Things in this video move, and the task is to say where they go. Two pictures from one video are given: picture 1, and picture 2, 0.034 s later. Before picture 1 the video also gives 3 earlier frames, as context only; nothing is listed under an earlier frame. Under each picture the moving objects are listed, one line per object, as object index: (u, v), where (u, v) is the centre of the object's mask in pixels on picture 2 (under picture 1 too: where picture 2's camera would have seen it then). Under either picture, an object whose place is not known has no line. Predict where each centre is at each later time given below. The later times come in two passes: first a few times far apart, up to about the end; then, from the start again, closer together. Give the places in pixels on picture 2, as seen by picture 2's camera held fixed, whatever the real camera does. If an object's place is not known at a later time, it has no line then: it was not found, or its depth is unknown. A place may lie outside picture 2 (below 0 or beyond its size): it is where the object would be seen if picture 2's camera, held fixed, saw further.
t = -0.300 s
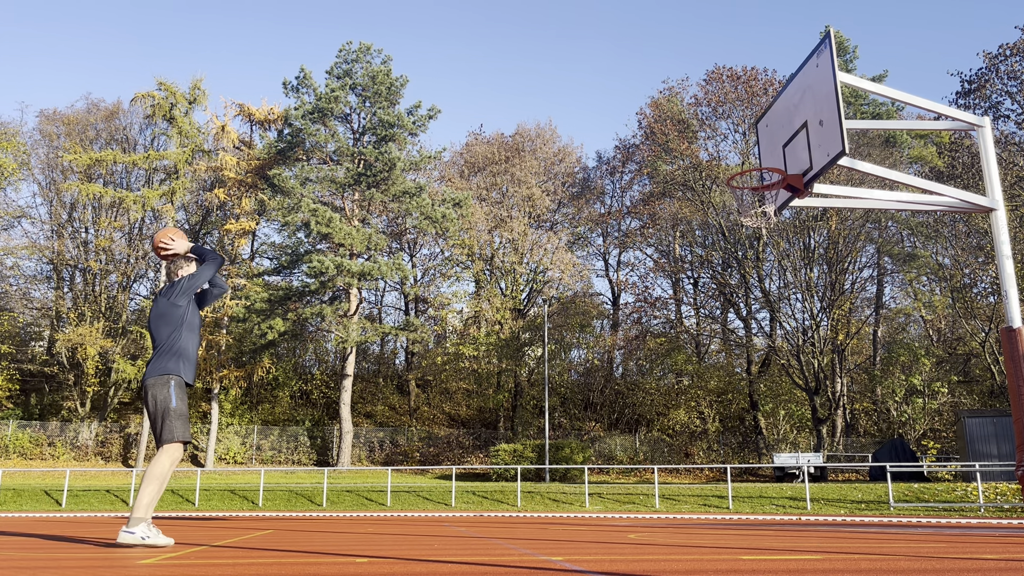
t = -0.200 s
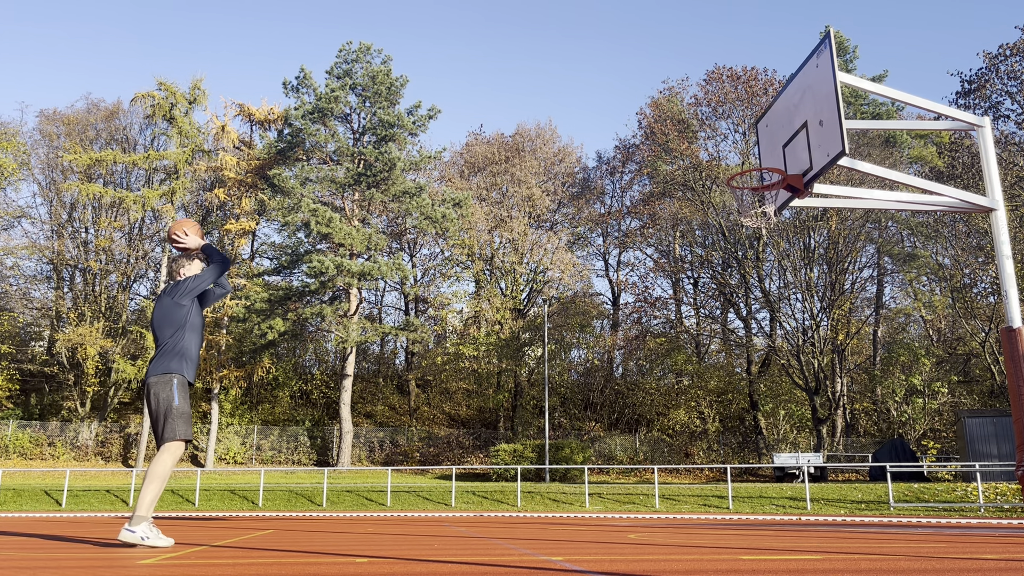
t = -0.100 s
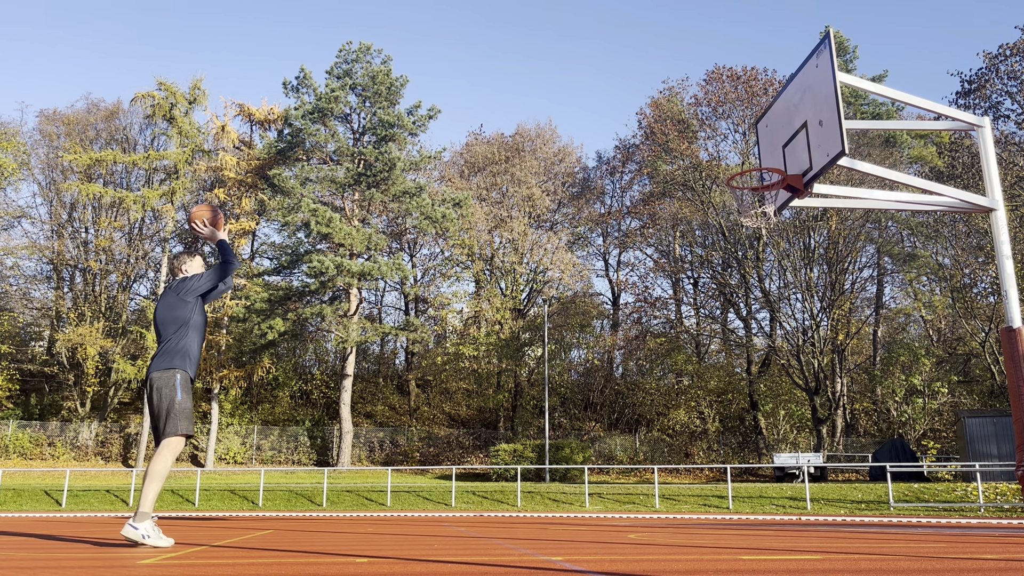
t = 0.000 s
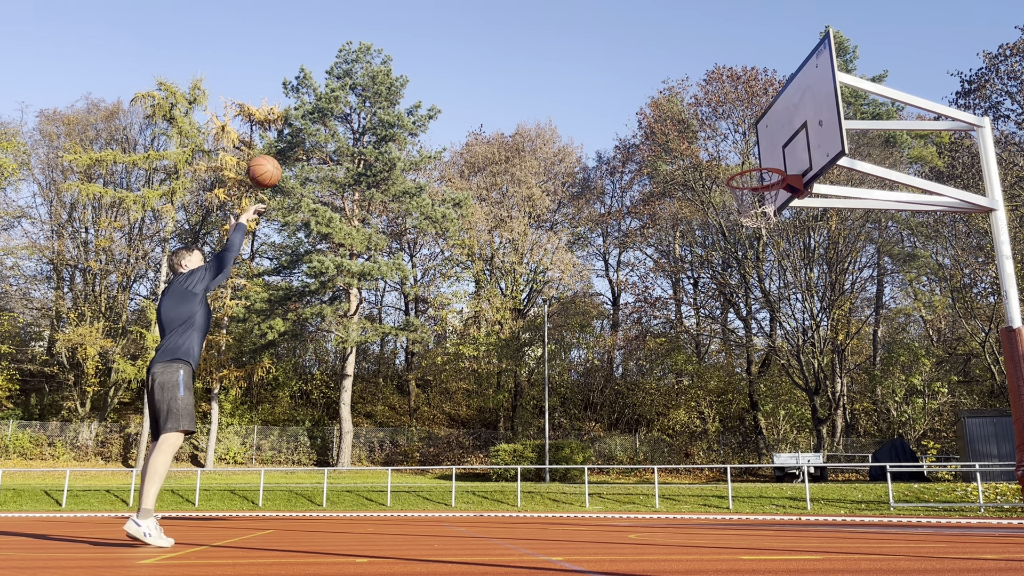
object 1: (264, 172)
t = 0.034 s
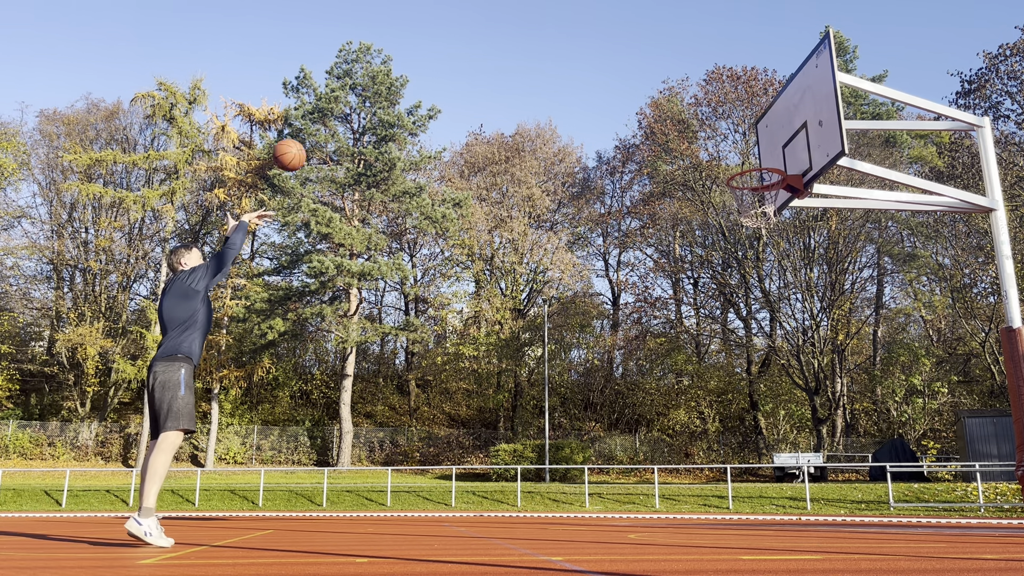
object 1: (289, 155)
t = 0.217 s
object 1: (414, 95)
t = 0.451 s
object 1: (552, 80)
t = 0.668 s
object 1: (669, 117)
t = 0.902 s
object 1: (766, 199)
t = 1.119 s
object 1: (733, 220)
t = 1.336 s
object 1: (705, 278)
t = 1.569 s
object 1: (677, 400)
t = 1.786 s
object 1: (653, 488)
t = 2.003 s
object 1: (629, 398)
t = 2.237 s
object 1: (606, 363)
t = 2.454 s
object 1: (585, 389)
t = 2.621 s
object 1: (568, 451)
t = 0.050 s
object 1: (301, 148)
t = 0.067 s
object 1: (314, 141)
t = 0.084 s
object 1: (325, 134)
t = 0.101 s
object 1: (337, 128)
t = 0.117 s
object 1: (349, 122)
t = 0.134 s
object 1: (360, 117)
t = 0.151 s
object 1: (371, 112)
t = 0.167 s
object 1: (382, 107)
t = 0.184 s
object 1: (393, 103)
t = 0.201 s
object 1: (404, 99)
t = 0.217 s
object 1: (414, 95)
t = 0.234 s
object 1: (424, 92)
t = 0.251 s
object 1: (435, 89)
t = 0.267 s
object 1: (445, 87)
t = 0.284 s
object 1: (455, 85)
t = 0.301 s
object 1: (465, 83)
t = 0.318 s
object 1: (475, 81)
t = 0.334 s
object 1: (485, 80)
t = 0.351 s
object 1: (495, 79)
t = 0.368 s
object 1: (505, 78)
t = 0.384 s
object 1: (514, 78)
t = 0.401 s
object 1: (524, 78)
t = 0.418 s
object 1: (533, 78)
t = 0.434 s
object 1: (543, 79)
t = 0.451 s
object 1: (552, 80)
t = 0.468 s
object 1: (562, 81)
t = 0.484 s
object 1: (571, 82)
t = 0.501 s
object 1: (580, 84)
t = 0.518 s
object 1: (589, 86)
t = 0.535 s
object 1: (598, 89)
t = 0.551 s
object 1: (607, 91)
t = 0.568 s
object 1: (616, 94)
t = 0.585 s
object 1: (625, 97)
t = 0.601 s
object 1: (634, 100)
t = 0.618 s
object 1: (643, 104)
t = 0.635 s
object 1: (652, 108)
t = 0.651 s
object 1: (660, 112)
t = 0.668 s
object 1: (669, 117)
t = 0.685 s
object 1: (678, 121)
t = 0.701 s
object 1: (687, 126)
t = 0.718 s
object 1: (695, 132)
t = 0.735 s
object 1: (704, 137)
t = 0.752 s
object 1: (712, 143)
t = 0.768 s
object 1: (720, 149)
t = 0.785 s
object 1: (729, 156)
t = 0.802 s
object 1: (737, 161)
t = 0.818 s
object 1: (746, 169)
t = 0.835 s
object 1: (755, 177)
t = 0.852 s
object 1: (763, 183)
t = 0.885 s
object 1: (772, 197)
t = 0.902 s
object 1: (766, 199)
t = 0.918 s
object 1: (768, 212)
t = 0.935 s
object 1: (763, 210)
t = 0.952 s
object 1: (760, 208)
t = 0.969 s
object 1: (756, 210)
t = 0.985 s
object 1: (753, 215)
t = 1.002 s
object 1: (750, 214)
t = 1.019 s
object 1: (747, 215)
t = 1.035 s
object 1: (745, 216)
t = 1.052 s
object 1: (743, 213)
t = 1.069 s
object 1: (741, 218)
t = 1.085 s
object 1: (738, 218)
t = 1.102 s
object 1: (736, 219)
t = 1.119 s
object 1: (733, 220)
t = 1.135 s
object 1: (731, 223)
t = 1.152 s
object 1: (729, 226)
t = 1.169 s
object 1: (727, 229)
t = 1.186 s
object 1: (724, 233)
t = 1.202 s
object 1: (723, 236)
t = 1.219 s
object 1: (720, 240)
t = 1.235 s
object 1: (718, 245)
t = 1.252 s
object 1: (716, 249)
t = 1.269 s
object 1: (713, 255)
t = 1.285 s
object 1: (711, 260)
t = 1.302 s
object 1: (709, 265)
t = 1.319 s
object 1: (707, 272)
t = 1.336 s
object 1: (705, 278)
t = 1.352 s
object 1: (703, 284)
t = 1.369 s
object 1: (701, 292)
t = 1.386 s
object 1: (699, 299)
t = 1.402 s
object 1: (697, 306)
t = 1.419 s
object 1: (695, 314)
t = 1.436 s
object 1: (693, 322)
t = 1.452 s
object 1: (691, 331)
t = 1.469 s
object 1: (689, 340)
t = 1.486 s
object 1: (687, 349)
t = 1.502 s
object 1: (685, 358)
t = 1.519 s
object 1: (683, 368)
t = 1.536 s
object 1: (681, 379)
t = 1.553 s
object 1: (679, 389)
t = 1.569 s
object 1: (677, 400)
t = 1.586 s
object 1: (675, 412)
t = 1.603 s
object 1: (673, 424)
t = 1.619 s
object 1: (671, 436)
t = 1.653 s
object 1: (668, 462)
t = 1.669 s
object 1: (666, 475)
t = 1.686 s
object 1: (664, 489)
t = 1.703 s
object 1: (662, 503)
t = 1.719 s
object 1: (661, 518)
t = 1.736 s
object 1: (659, 518)
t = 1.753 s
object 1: (657, 508)
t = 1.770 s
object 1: (655, 498)
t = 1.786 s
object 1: (653, 488)
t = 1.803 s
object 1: (651, 479)
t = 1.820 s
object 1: (649, 470)
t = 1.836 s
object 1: (647, 462)
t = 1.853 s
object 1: (646, 454)
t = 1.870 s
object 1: (644, 446)
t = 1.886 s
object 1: (642, 439)
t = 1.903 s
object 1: (640, 432)
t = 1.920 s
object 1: (638, 425)
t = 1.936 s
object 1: (636, 419)
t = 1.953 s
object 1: (634, 413)
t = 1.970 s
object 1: (632, 408)
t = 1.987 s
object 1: (631, 402)
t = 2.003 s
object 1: (629, 398)
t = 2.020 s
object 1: (628, 392)
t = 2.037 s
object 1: (626, 388)
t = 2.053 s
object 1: (624, 384)
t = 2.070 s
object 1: (622, 381)
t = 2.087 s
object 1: (620, 378)
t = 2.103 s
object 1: (619, 375)
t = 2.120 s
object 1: (617, 372)
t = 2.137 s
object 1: (616, 370)
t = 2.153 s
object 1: (613, 368)
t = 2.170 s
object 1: (612, 366)
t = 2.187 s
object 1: (610, 364)
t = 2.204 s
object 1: (608, 363)
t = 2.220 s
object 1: (607, 363)
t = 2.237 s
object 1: (606, 363)
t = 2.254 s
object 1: (604, 362)
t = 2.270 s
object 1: (602, 363)
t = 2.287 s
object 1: (601, 363)
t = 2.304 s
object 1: (599, 364)
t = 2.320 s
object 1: (597, 366)
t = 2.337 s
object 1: (596, 367)
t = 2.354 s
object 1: (594, 369)
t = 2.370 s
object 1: (593, 372)
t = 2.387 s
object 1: (590, 374)
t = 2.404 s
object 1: (590, 377)
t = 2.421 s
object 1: (587, 381)
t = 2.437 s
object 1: (586, 384)
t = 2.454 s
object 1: (585, 389)
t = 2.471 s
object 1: (583, 393)
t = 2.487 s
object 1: (581, 398)
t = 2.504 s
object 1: (579, 403)
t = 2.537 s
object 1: (577, 415)
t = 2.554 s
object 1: (575, 421)
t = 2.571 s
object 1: (573, 428)
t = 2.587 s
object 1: (571, 435)
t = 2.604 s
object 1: (570, 443)
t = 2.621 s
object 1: (568, 451)
